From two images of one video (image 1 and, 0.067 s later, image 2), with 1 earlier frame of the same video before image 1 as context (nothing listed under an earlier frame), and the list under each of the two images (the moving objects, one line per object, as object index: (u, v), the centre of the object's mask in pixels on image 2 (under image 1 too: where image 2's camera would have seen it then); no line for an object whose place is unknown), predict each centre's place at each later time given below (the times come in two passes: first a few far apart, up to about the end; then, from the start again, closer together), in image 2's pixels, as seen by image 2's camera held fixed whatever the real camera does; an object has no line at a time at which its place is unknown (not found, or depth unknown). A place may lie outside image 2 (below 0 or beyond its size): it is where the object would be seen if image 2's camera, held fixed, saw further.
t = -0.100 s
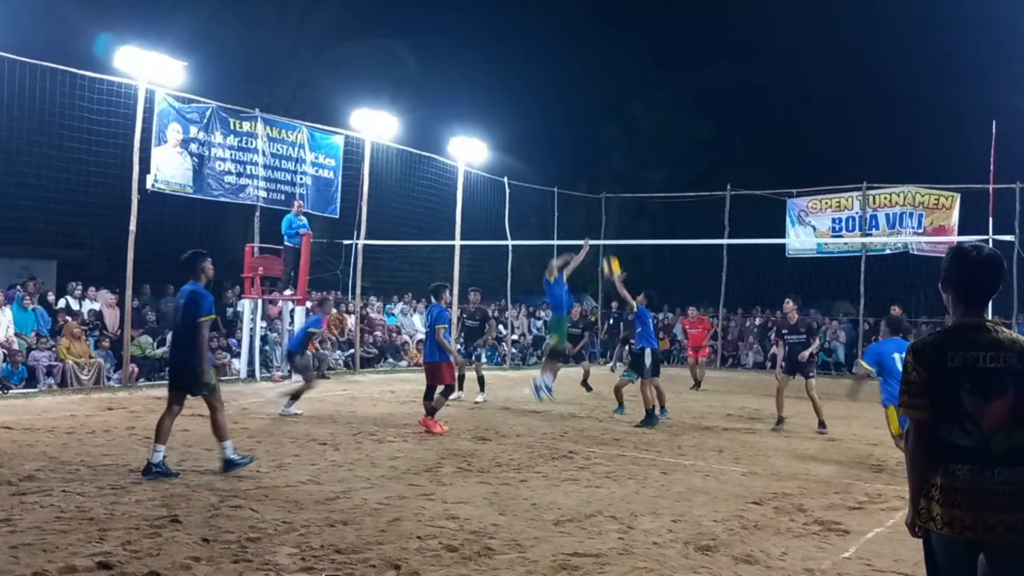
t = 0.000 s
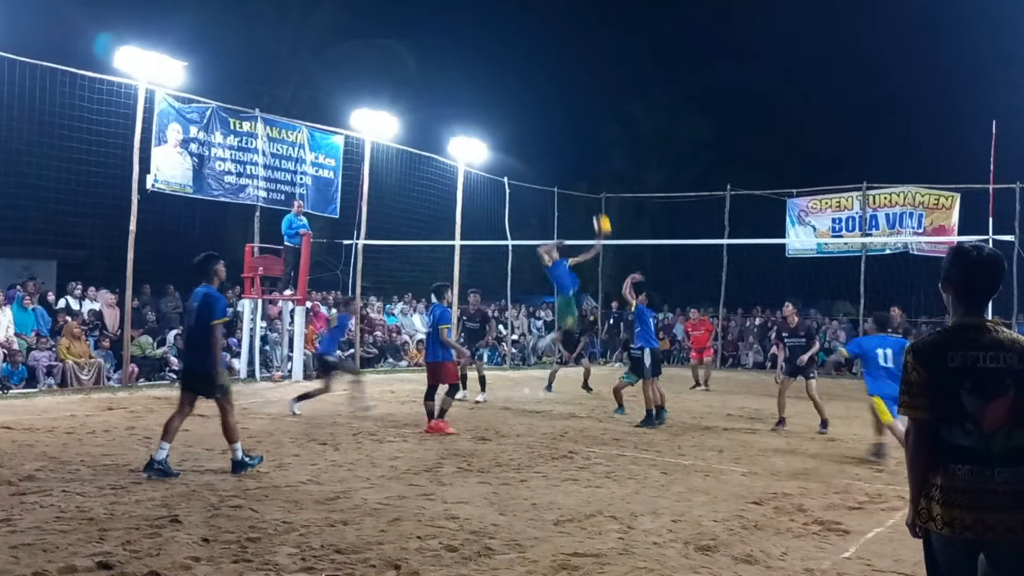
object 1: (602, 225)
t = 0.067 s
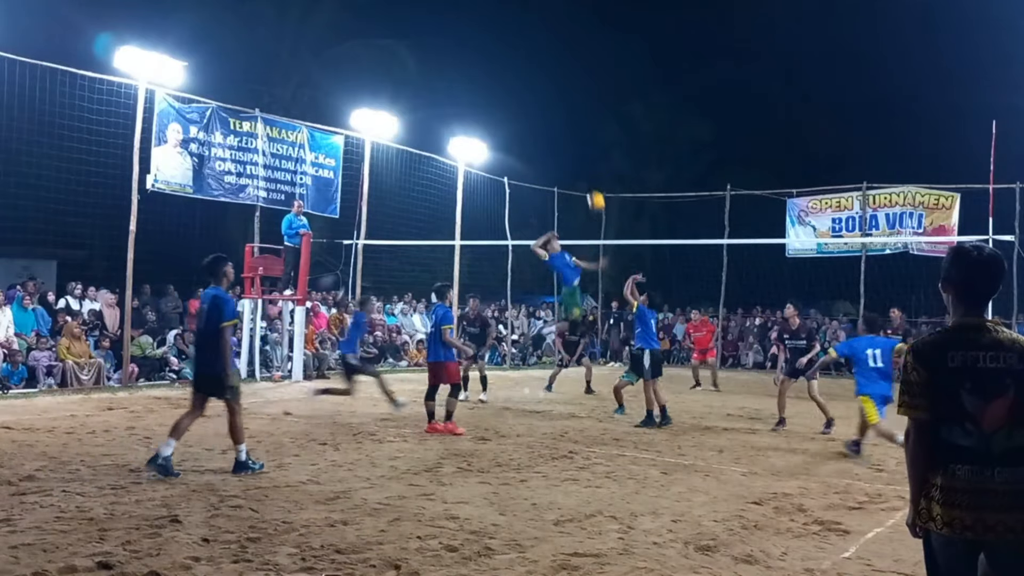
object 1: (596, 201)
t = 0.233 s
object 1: (581, 157)
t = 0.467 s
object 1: (561, 131)
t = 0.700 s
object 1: (542, 145)
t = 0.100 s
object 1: (593, 190)
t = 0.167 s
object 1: (587, 172)
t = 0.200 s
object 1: (584, 164)
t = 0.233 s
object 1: (581, 157)
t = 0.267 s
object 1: (578, 151)
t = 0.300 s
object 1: (575, 146)
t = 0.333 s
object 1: (573, 142)
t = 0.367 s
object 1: (570, 138)
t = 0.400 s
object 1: (567, 135)
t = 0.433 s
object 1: (564, 133)
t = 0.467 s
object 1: (561, 131)
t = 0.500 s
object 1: (558, 131)
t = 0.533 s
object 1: (556, 131)
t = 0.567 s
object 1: (553, 132)
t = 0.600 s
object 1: (550, 134)
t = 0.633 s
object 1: (547, 137)
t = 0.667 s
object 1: (544, 140)
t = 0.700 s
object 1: (542, 145)
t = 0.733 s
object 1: (539, 150)
